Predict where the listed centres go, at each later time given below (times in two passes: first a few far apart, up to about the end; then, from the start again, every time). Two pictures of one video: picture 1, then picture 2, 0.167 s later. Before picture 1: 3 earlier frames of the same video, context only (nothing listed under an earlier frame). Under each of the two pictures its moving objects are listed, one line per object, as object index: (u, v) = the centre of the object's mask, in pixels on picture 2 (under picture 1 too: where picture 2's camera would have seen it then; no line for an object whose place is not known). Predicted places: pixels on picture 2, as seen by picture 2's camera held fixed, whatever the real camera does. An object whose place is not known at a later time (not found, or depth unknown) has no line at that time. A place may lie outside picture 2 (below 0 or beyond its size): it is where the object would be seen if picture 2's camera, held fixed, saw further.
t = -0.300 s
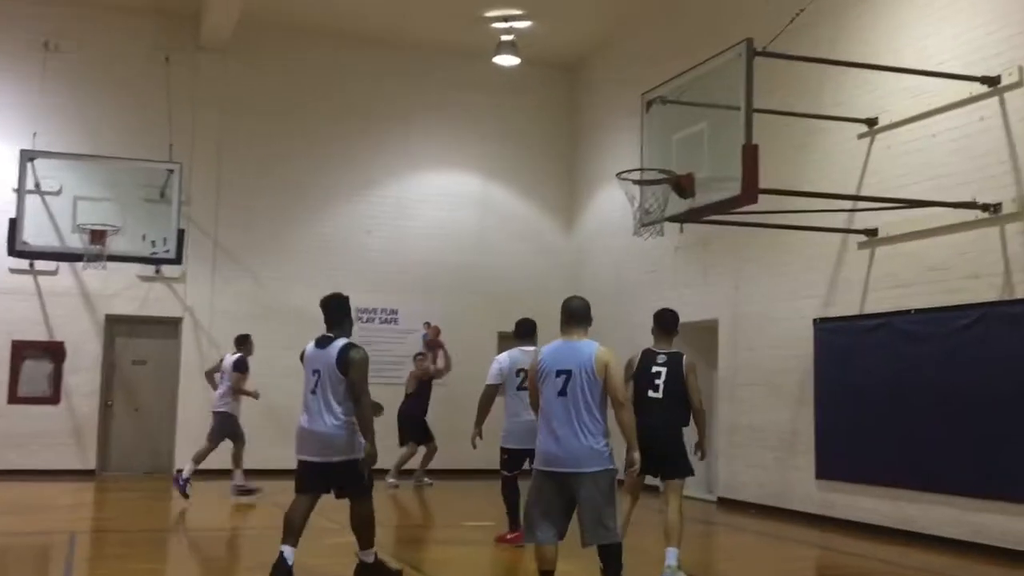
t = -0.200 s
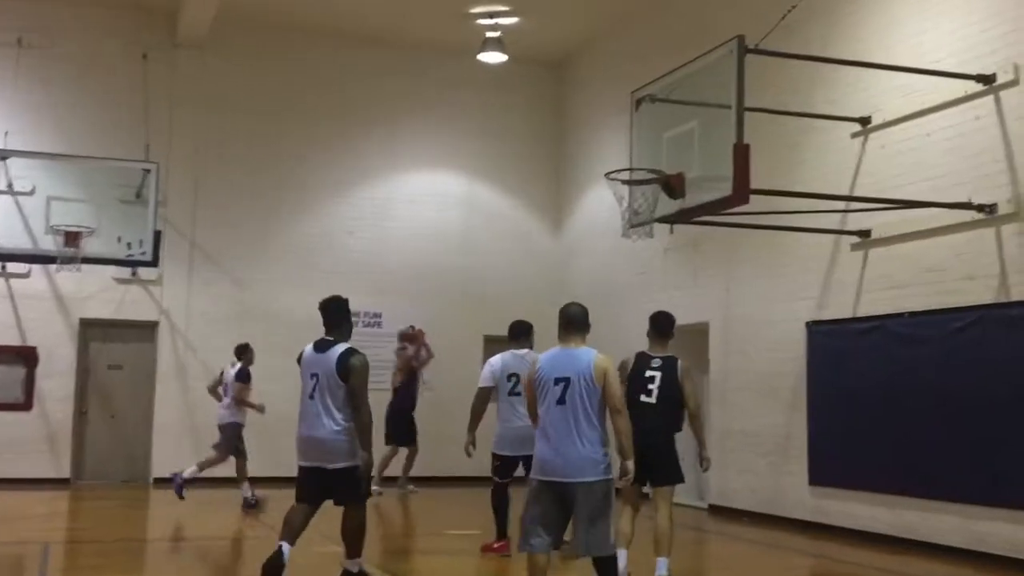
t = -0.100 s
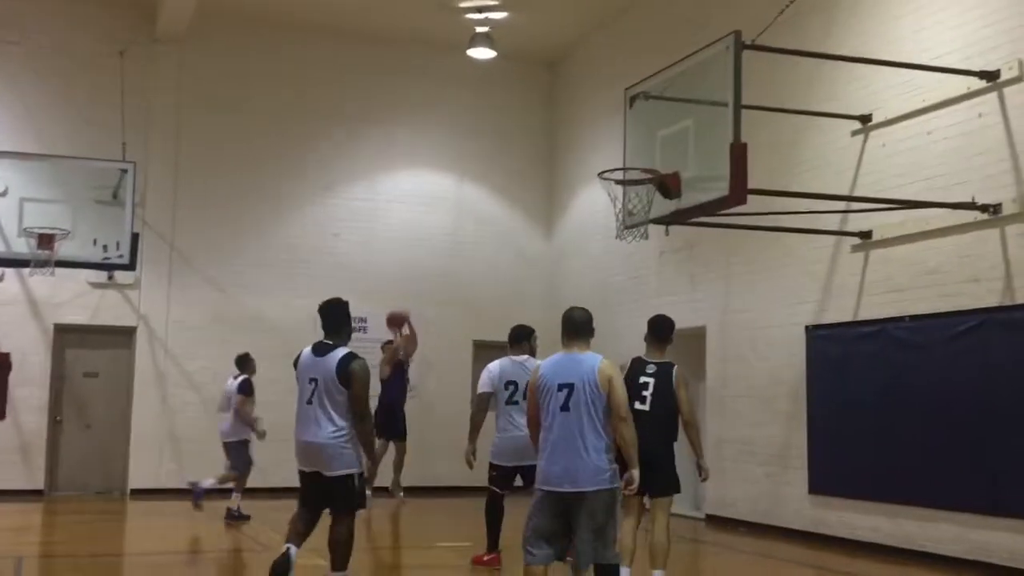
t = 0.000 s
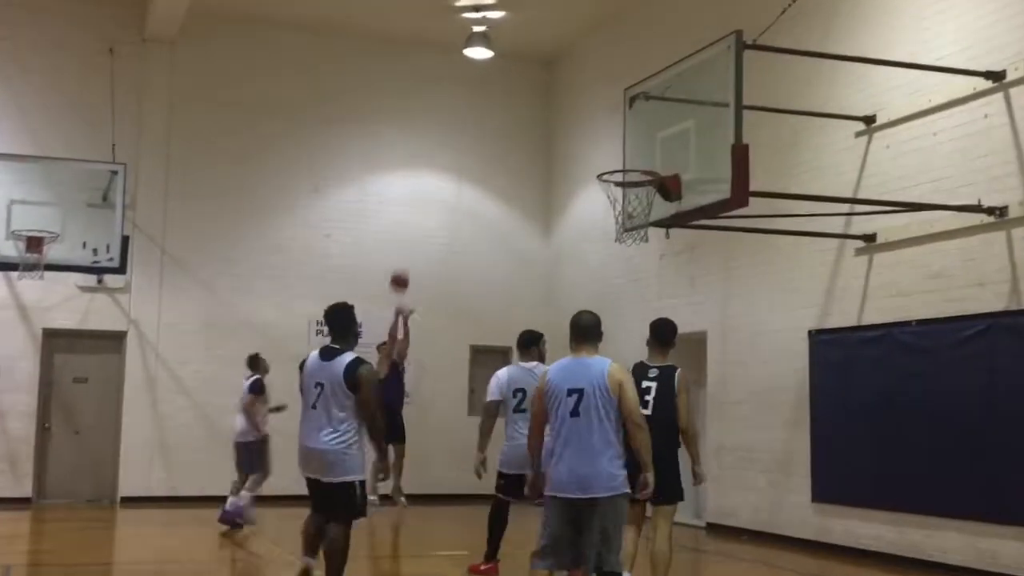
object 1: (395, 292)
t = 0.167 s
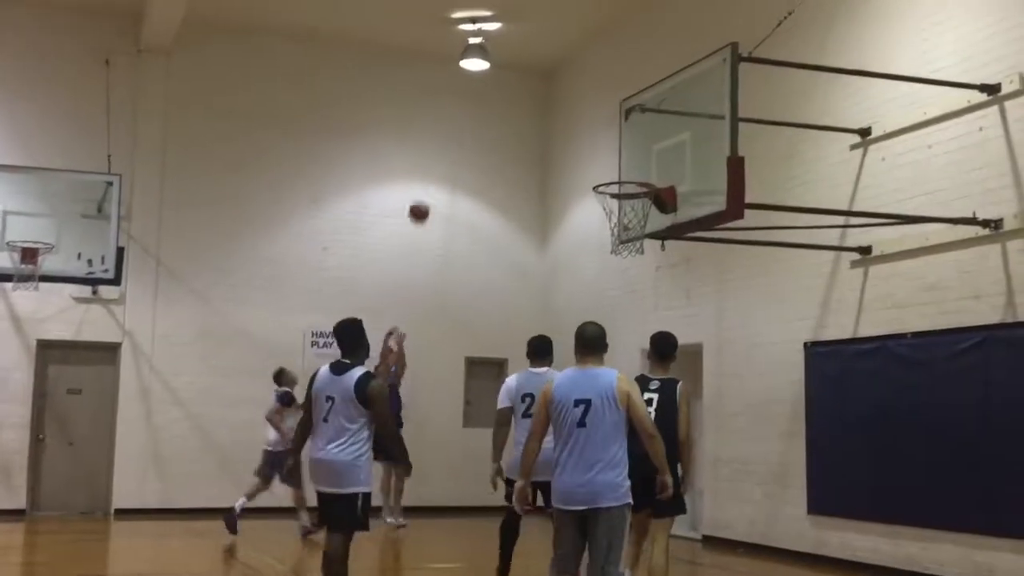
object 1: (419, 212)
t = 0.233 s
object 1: (429, 185)
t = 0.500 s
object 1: (469, 103)
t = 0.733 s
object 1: (510, 74)
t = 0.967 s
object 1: (555, 98)
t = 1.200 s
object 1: (612, 181)
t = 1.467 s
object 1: (610, 225)
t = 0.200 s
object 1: (424, 198)
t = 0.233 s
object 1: (429, 185)
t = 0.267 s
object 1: (433, 172)
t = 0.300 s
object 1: (438, 160)
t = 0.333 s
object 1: (443, 149)
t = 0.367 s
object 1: (448, 138)
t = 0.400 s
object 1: (453, 128)
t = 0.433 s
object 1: (458, 118)
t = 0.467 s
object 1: (463, 110)
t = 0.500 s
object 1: (469, 103)
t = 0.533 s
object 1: (474, 96)
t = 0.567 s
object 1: (480, 91)
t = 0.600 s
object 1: (485, 86)
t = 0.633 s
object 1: (491, 81)
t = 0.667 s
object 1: (498, 77)
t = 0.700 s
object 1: (503, 75)
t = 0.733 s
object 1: (510, 74)
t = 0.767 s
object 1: (516, 73)
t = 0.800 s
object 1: (522, 73)
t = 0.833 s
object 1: (528, 76)
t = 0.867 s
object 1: (535, 80)
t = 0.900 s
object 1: (542, 84)
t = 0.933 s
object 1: (548, 89)
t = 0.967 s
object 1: (555, 98)
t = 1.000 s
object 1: (562, 108)
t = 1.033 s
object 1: (570, 117)
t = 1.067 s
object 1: (578, 128)
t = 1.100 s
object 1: (586, 142)
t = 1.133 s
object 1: (594, 157)
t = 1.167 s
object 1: (602, 173)
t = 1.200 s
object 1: (612, 181)
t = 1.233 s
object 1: (623, 187)
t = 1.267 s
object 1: (635, 190)
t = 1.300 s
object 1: (639, 195)
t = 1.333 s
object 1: (636, 201)
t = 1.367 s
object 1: (630, 208)
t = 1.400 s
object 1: (623, 214)
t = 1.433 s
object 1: (616, 221)
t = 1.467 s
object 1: (610, 225)
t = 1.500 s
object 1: (604, 228)
